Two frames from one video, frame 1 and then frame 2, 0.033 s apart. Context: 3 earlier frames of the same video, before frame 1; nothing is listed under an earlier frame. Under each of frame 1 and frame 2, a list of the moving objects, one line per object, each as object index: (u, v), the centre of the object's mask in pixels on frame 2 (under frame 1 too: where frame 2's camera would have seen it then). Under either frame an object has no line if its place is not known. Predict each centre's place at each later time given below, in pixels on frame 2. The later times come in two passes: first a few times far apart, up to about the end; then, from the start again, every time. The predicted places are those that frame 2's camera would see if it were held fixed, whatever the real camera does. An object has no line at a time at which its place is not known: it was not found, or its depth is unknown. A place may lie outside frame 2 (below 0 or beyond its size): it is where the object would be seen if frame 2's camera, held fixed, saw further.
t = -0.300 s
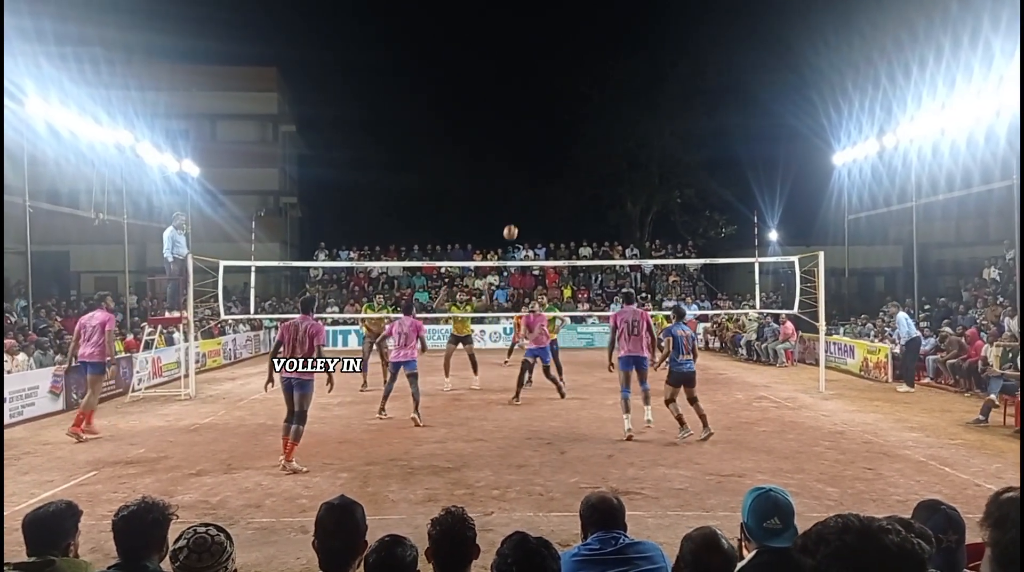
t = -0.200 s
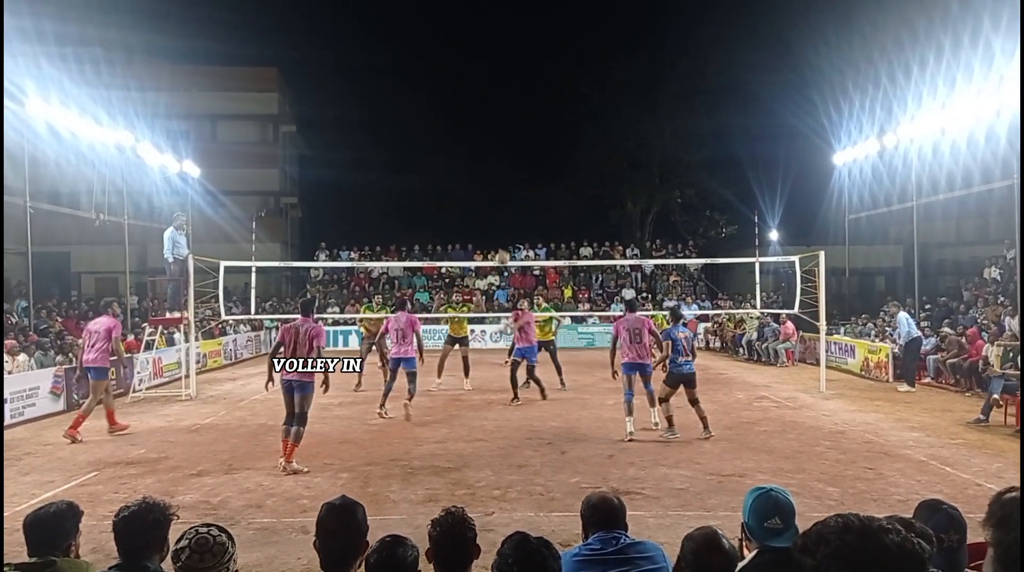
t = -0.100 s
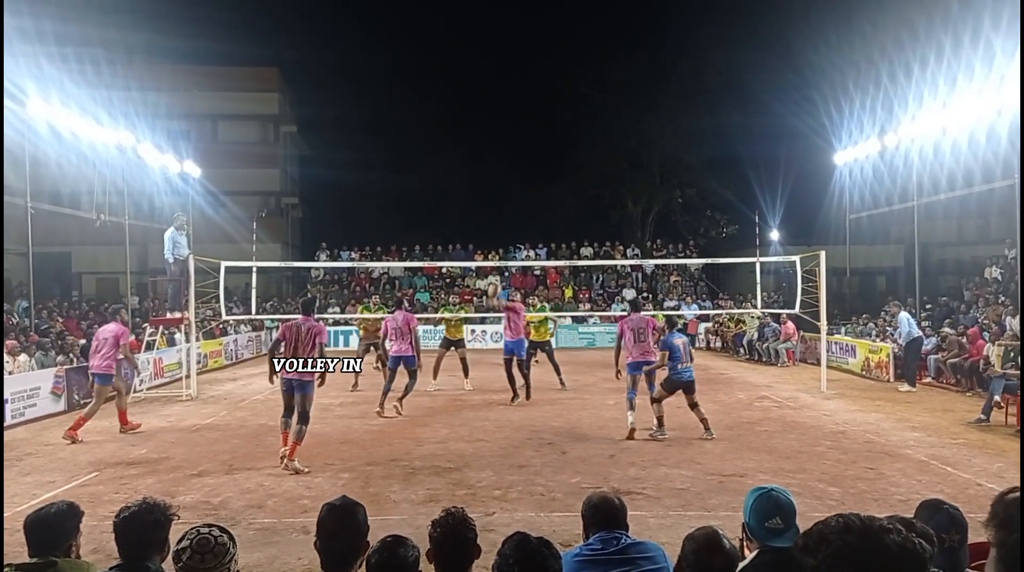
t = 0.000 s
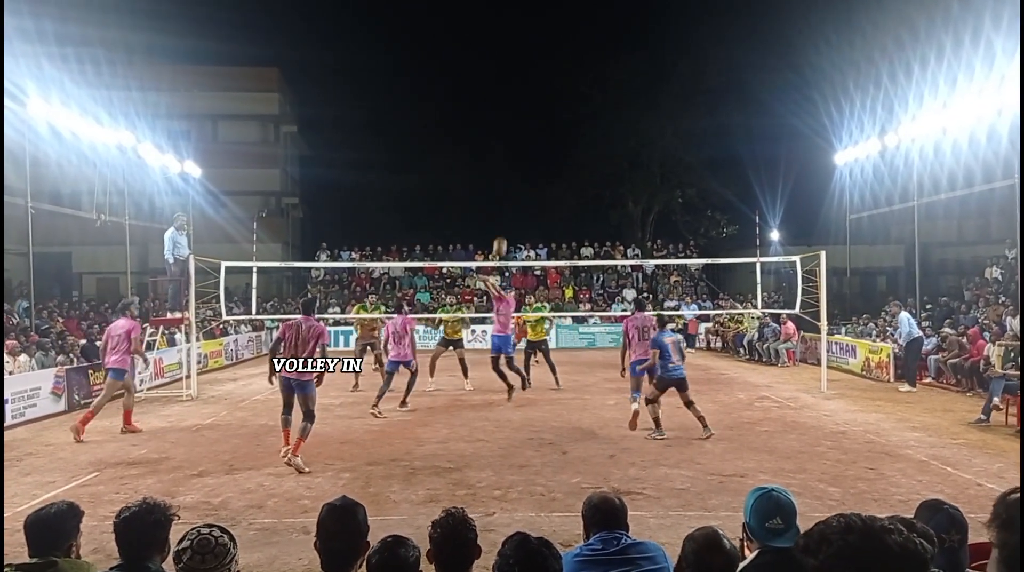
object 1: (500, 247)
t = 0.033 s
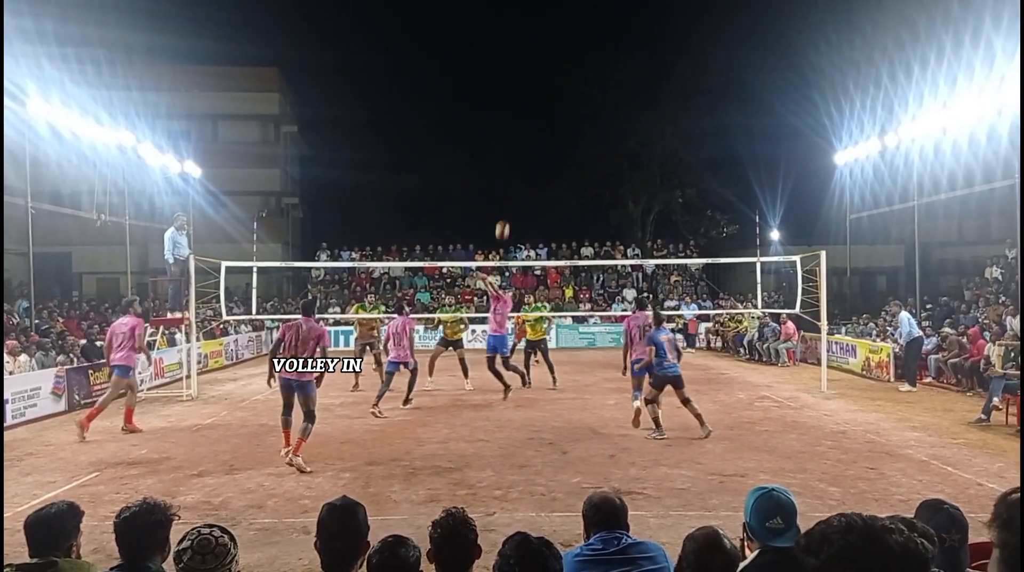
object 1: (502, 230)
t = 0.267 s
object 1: (519, 136)
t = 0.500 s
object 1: (537, 75)
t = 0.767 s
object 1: (560, 46)
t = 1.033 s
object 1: (583, 61)
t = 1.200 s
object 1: (597, 92)
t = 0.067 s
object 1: (505, 214)
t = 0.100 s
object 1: (507, 200)
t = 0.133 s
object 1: (509, 186)
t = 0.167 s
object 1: (511, 172)
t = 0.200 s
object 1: (514, 159)
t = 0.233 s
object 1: (516, 147)
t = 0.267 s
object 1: (519, 136)
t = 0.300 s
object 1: (521, 125)
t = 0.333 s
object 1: (524, 115)
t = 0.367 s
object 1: (527, 106)
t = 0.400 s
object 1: (529, 97)
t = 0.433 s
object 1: (531, 89)
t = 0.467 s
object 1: (534, 81)
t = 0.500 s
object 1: (537, 75)
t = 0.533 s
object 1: (540, 69)
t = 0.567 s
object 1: (542, 64)
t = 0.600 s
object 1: (545, 59)
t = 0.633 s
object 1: (548, 55)
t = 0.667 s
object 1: (551, 52)
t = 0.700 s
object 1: (554, 49)
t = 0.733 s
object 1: (557, 48)
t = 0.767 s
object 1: (560, 46)
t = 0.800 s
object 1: (563, 46)
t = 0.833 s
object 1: (566, 46)
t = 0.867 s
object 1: (568, 47)
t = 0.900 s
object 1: (571, 49)
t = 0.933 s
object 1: (574, 51)
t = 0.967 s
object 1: (577, 53)
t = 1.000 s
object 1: (580, 57)
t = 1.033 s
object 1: (583, 61)
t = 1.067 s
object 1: (586, 65)
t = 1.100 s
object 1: (589, 71)
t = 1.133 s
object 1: (591, 78)
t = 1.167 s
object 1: (594, 84)
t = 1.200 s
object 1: (597, 92)
